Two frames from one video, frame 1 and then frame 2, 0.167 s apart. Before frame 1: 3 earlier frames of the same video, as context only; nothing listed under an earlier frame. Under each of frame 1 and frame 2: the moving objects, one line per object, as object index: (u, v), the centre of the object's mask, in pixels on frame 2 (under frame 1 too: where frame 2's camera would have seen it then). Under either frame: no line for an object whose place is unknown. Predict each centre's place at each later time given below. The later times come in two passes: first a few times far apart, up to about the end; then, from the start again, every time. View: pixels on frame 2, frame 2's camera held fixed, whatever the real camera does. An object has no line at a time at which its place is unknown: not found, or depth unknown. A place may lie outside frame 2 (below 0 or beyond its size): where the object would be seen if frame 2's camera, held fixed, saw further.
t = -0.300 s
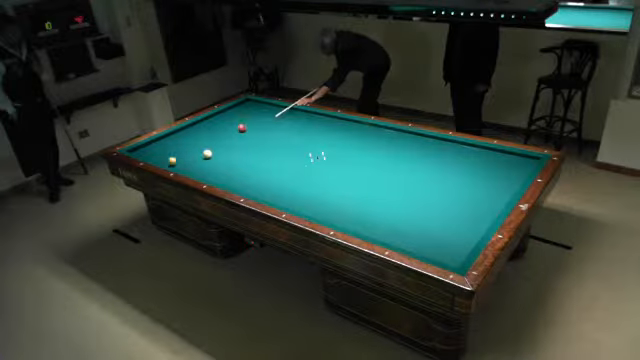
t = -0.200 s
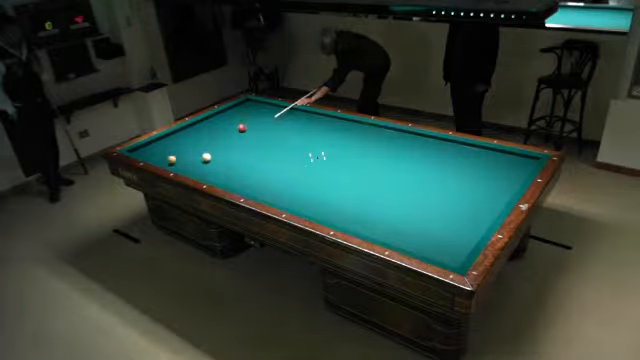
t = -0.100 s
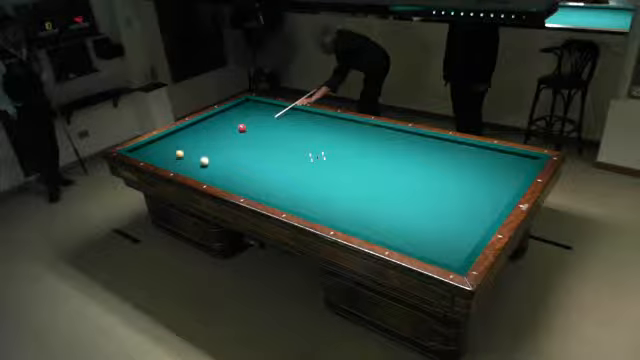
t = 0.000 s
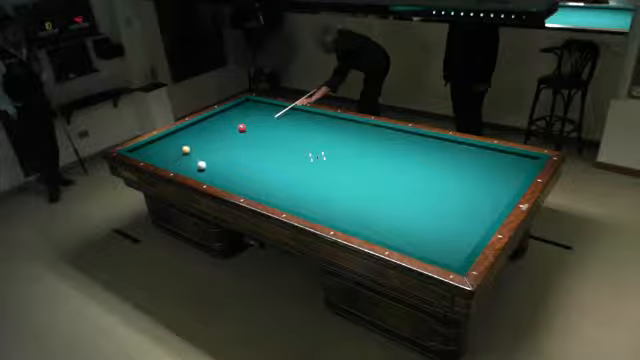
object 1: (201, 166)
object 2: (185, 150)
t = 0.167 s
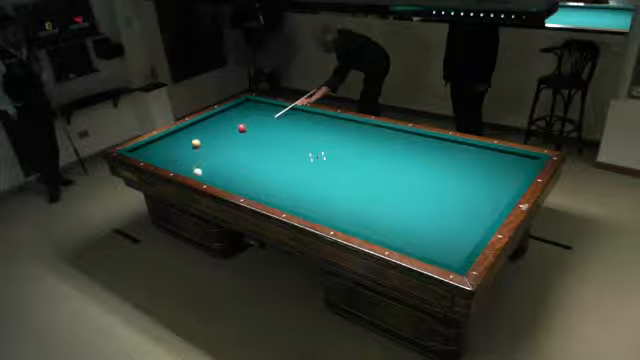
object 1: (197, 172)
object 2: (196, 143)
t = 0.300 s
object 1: (205, 172)
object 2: (203, 138)
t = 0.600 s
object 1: (225, 171)
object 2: (218, 127)
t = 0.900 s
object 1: (245, 170)
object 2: (233, 117)
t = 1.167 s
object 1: (263, 169)
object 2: (244, 109)
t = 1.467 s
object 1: (282, 167)
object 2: (255, 101)
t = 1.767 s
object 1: (301, 165)
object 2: (246, 104)
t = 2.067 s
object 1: (319, 164)
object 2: (236, 108)
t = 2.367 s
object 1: (337, 163)
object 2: (227, 111)
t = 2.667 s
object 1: (353, 161)
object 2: (216, 115)
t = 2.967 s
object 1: (370, 159)
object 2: (207, 118)
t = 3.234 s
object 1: (384, 158)
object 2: (199, 121)
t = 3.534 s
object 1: (400, 157)
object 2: (190, 124)
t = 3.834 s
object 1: (414, 156)
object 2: (183, 128)
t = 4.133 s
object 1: (428, 155)
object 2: (176, 132)
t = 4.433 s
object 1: (442, 153)
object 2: (170, 135)
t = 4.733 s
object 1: (456, 152)
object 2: (164, 138)
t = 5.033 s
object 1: (469, 151)
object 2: (158, 141)
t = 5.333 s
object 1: (481, 150)
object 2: (152, 144)
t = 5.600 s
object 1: (491, 150)
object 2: (147, 147)
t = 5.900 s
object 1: (496, 152)
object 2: (141, 150)
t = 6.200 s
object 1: (501, 155)
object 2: (136, 152)
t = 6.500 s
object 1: (506, 157)
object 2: (139, 151)
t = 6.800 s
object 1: (510, 160)
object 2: (141, 151)
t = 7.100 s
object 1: (515, 162)
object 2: (144, 150)
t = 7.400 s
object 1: (519, 164)
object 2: (147, 149)
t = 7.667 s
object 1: (522, 166)
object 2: (148, 148)
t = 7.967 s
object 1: (525, 168)
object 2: (149, 148)
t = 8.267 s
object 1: (525, 169)
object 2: (149, 148)
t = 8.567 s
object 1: (523, 169)
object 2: (149, 148)
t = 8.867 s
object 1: (522, 169)
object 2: (149, 148)
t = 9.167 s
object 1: (521, 169)
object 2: (149, 148)
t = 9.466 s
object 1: (520, 169)
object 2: (149, 148)
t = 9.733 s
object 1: (520, 169)
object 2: (149, 148)
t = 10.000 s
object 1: (520, 169)
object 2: (149, 148)
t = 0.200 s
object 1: (197, 173)
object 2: (197, 142)
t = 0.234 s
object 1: (199, 172)
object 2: (199, 141)
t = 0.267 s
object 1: (202, 172)
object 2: (201, 139)
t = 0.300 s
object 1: (205, 172)
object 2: (203, 138)
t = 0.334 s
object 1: (207, 172)
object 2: (205, 137)
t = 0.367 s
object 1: (209, 173)
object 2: (206, 135)
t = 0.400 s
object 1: (212, 173)
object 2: (208, 134)
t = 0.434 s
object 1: (214, 173)
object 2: (210, 133)
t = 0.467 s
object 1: (216, 172)
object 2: (212, 132)
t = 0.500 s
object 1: (218, 172)
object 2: (213, 131)
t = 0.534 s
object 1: (221, 172)
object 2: (215, 129)
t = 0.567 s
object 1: (223, 172)
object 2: (217, 128)
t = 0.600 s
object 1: (225, 171)
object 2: (218, 127)
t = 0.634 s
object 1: (228, 171)
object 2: (220, 126)
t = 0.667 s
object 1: (230, 171)
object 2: (221, 124)
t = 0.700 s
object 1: (232, 171)
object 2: (223, 123)
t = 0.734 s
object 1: (234, 171)
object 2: (225, 122)
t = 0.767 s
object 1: (236, 171)
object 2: (227, 121)
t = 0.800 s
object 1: (239, 170)
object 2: (228, 120)
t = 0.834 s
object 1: (241, 170)
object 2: (229, 119)
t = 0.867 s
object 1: (243, 170)
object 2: (231, 118)
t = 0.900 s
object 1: (245, 170)
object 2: (233, 117)
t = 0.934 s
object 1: (247, 170)
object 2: (234, 116)
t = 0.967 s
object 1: (250, 170)
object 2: (235, 116)
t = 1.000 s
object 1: (251, 170)
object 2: (237, 114)
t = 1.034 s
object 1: (253, 169)
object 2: (238, 114)
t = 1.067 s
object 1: (256, 169)
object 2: (240, 113)
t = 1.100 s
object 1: (258, 169)
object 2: (240, 112)
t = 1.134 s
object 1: (261, 169)
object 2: (242, 110)
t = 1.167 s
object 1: (263, 169)
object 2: (244, 109)
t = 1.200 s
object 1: (265, 169)
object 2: (245, 108)
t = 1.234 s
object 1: (267, 168)
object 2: (246, 107)
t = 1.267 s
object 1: (269, 168)
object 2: (248, 107)
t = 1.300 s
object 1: (271, 168)
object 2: (249, 106)
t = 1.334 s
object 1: (273, 168)
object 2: (250, 105)
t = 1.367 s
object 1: (276, 168)
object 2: (251, 104)
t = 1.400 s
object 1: (278, 167)
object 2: (252, 103)
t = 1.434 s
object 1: (280, 167)
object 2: (254, 102)
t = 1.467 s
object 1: (282, 167)
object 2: (255, 101)
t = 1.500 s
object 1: (284, 167)
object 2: (255, 101)
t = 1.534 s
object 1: (286, 166)
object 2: (254, 102)
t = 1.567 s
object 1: (288, 166)
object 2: (253, 102)
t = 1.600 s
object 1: (290, 166)
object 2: (251, 102)
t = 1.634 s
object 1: (293, 166)
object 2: (250, 103)
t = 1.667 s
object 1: (295, 166)
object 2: (249, 103)
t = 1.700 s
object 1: (297, 166)
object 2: (248, 103)
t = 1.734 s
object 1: (299, 166)
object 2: (247, 104)
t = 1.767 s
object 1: (301, 165)
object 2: (246, 104)
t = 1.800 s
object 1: (303, 165)
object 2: (245, 105)
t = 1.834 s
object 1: (305, 165)
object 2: (244, 105)
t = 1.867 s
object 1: (307, 165)
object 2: (242, 106)
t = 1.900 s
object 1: (309, 165)
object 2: (241, 106)
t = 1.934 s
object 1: (311, 165)
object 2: (240, 106)
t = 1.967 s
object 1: (313, 164)
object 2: (239, 107)
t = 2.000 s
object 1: (315, 164)
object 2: (238, 107)
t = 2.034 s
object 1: (316, 164)
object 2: (237, 108)
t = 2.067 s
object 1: (319, 164)
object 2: (236, 108)
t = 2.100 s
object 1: (320, 164)
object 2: (235, 108)
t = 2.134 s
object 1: (323, 164)
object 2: (234, 109)
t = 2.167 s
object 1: (325, 164)
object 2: (233, 109)
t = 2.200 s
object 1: (327, 163)
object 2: (232, 109)
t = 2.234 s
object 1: (329, 163)
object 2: (231, 110)
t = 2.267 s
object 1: (330, 163)
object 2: (230, 110)
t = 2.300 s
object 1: (332, 163)
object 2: (228, 111)
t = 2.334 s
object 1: (335, 163)
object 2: (227, 111)
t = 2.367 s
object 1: (337, 163)
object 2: (227, 111)
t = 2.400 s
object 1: (338, 162)
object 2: (225, 112)
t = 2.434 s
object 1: (341, 162)
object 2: (224, 112)
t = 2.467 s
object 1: (342, 162)
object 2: (223, 113)
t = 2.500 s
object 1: (344, 162)
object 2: (222, 113)
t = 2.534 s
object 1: (346, 161)
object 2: (221, 113)
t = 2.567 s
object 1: (348, 162)
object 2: (220, 114)
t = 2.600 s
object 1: (350, 161)
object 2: (218, 114)
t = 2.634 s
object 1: (351, 161)
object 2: (218, 114)
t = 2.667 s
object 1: (353, 161)
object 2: (216, 115)
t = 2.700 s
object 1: (355, 161)
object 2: (215, 115)
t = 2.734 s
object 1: (357, 161)
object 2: (214, 116)
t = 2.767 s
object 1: (359, 161)
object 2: (213, 116)
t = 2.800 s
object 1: (361, 160)
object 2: (212, 116)
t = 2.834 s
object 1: (363, 160)
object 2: (211, 117)
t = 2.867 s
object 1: (365, 160)
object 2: (210, 117)
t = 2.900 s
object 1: (366, 160)
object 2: (209, 117)
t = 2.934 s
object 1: (368, 159)
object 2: (208, 118)
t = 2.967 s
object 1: (370, 159)
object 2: (207, 118)
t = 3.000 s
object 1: (372, 159)
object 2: (206, 119)
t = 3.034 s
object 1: (374, 159)
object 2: (205, 119)
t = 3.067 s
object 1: (375, 159)
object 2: (204, 120)
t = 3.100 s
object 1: (377, 159)
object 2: (203, 120)
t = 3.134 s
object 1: (379, 159)
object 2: (202, 120)
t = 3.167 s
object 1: (381, 159)
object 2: (200, 121)
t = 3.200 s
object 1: (381, 159)
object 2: (200, 121)
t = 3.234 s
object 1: (384, 158)
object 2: (199, 121)
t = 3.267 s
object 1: (386, 158)
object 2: (197, 122)
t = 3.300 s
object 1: (388, 158)
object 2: (196, 122)
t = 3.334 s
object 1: (389, 158)
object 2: (195, 122)
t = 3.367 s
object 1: (391, 158)
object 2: (194, 123)
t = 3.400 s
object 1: (393, 158)
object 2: (193, 123)
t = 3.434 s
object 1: (394, 157)
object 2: (192, 123)
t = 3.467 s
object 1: (396, 157)
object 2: (191, 124)
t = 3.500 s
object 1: (398, 157)
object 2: (190, 124)
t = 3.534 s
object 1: (400, 157)
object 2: (190, 124)
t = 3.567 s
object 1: (401, 157)
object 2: (189, 125)
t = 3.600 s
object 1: (403, 157)
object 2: (188, 125)
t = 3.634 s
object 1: (405, 156)
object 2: (188, 125)
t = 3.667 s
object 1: (406, 157)
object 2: (187, 126)
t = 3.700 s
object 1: (408, 156)
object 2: (186, 126)
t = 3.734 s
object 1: (410, 156)
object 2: (185, 127)
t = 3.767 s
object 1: (411, 156)
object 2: (185, 127)
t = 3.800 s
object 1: (412, 156)
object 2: (184, 127)
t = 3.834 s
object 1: (414, 156)
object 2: (183, 128)
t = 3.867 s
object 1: (416, 156)
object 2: (182, 128)
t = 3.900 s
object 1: (417, 155)
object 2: (181, 129)
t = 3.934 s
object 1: (419, 155)
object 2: (181, 129)
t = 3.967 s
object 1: (421, 155)
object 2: (181, 130)
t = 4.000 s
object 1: (423, 155)
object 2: (179, 130)
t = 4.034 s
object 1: (424, 155)
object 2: (179, 131)
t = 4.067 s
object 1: (426, 155)
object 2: (178, 131)
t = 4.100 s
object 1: (427, 155)
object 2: (177, 131)
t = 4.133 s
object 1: (428, 155)
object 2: (176, 132)
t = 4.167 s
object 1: (430, 154)
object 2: (176, 132)
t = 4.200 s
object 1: (431, 154)
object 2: (175, 132)
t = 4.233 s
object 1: (433, 154)
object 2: (174, 133)
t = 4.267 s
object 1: (434, 154)
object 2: (174, 133)
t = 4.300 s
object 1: (437, 154)
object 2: (173, 134)
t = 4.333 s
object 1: (438, 154)
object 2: (172, 134)
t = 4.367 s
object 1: (439, 154)
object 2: (171, 134)
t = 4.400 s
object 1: (441, 154)
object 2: (171, 135)
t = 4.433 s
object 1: (442, 153)
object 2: (170, 135)
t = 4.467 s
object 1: (444, 153)
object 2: (169, 135)
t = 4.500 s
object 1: (445, 153)
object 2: (169, 136)
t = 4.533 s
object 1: (447, 153)
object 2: (168, 136)
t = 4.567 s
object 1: (449, 153)
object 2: (167, 136)
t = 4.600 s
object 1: (450, 153)
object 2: (166, 137)
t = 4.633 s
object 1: (452, 152)
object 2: (166, 137)
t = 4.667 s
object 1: (453, 152)
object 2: (165, 138)
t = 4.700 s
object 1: (454, 152)
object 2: (165, 138)
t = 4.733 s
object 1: (456, 152)
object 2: (164, 138)
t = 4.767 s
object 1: (457, 152)
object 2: (163, 139)
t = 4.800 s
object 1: (459, 152)
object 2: (163, 139)
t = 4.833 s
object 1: (460, 152)
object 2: (162, 139)
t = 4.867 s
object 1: (461, 151)
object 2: (162, 139)
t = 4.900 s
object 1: (463, 151)
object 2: (160, 140)
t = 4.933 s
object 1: (464, 151)
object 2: (160, 140)
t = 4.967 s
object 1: (466, 151)
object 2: (159, 140)
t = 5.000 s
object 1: (467, 151)
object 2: (158, 141)
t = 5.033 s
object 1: (469, 151)
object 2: (158, 141)
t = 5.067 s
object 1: (470, 151)
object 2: (157, 141)
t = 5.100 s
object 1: (471, 151)
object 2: (156, 142)
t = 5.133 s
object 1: (473, 151)
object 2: (156, 142)
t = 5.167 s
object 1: (474, 151)
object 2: (155, 143)
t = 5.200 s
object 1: (475, 151)
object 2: (154, 143)
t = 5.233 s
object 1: (477, 150)
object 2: (154, 144)
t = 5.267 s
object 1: (478, 150)
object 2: (153, 144)
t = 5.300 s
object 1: (479, 150)
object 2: (152, 144)
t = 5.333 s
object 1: (481, 150)
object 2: (152, 144)
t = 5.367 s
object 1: (482, 150)
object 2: (151, 145)
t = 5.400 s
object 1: (484, 150)
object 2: (151, 145)
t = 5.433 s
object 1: (485, 150)
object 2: (150, 146)
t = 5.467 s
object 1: (486, 150)
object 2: (149, 146)
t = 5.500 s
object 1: (487, 150)
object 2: (149, 146)
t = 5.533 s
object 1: (489, 149)
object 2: (148, 147)
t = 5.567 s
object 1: (490, 149)
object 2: (148, 147)
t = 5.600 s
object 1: (491, 150)
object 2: (147, 147)
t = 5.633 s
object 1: (491, 150)
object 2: (146, 148)
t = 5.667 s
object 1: (492, 150)
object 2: (145, 148)
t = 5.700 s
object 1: (493, 151)
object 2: (145, 148)
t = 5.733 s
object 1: (493, 151)
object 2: (144, 148)
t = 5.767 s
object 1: (494, 151)
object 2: (143, 149)
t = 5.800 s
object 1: (494, 151)
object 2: (143, 149)
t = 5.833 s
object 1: (495, 151)
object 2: (142, 149)
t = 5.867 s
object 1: (495, 152)
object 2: (142, 150)
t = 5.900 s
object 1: (496, 152)
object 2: (141, 150)
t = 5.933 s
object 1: (497, 153)
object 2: (141, 150)
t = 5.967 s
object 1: (497, 153)
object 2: (140, 150)
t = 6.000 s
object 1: (498, 153)
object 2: (139, 150)
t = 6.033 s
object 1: (498, 153)
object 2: (139, 151)
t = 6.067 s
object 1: (499, 154)
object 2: (138, 151)
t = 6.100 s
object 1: (499, 154)
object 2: (137, 151)
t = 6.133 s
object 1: (500, 154)
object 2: (137, 151)
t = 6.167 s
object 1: (500, 155)
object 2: (136, 152)
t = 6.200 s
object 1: (501, 155)
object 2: (136, 152)
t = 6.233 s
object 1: (502, 155)
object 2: (136, 152)
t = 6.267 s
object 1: (502, 155)
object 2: (136, 152)
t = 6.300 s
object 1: (502, 156)
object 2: (136, 152)
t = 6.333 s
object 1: (503, 156)
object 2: (137, 151)
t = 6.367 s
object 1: (503, 156)
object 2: (138, 152)
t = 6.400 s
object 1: (504, 157)
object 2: (138, 152)
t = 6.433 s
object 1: (505, 157)
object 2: (138, 151)
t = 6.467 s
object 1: (505, 157)
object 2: (139, 151)
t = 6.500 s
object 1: (506, 157)
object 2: (139, 151)
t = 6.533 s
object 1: (506, 158)
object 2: (139, 151)
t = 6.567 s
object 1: (506, 158)
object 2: (139, 151)
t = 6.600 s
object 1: (507, 158)
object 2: (139, 151)
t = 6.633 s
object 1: (508, 159)
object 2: (140, 151)
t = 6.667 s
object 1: (508, 159)
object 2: (140, 151)
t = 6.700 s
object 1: (509, 159)
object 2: (141, 150)
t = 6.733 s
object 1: (509, 159)
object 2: (141, 150)
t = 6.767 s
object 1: (510, 160)
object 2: (141, 151)
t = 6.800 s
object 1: (510, 160)
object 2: (141, 151)
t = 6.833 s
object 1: (510, 160)
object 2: (141, 150)
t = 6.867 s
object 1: (511, 160)
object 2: (142, 150)
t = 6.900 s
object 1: (512, 161)
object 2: (143, 150)
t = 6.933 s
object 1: (512, 160)
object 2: (142, 150)
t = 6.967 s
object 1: (513, 161)
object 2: (142, 150)
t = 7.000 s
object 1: (513, 161)
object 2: (143, 150)
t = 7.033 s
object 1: (513, 161)
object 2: (143, 150)
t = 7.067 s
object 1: (514, 162)
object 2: (144, 150)
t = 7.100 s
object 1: (515, 162)
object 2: (144, 150)
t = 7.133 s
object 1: (515, 162)
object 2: (144, 150)
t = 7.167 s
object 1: (515, 163)
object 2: (144, 150)
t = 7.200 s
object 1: (516, 163)
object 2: (145, 149)
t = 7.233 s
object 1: (517, 163)
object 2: (145, 149)
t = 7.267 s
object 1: (517, 164)
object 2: (145, 149)
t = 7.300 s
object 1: (518, 164)
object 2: (145, 149)
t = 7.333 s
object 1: (518, 164)
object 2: (146, 149)
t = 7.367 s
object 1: (519, 164)
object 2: (146, 149)
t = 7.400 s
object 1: (519, 164)
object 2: (147, 149)
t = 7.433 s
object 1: (519, 165)
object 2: (147, 149)
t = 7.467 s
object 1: (519, 165)
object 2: (147, 149)
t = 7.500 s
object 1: (520, 165)
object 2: (147, 149)
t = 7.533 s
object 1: (520, 165)
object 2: (147, 148)
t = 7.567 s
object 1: (521, 166)
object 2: (147, 148)
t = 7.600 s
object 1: (522, 166)
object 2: (147, 148)
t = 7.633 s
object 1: (522, 166)
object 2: (147, 148)
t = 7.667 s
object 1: (522, 166)
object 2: (148, 148)
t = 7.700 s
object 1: (523, 166)
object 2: (148, 148)
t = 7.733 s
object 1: (523, 167)
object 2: (148, 148)
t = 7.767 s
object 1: (524, 167)
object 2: (148, 148)
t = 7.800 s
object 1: (524, 167)
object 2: (148, 148)
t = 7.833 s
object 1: (524, 167)
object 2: (148, 148)
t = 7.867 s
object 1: (525, 167)
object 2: (148, 148)
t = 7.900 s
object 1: (525, 168)
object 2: (149, 148)
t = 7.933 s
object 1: (525, 168)
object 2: (149, 148)
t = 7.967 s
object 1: (525, 168)
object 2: (149, 148)
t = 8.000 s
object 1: (526, 168)
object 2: (149, 148)
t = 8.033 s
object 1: (526, 168)
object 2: (149, 148)
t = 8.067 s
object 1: (527, 169)
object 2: (149, 148)
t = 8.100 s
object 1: (526, 169)
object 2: (149, 148)
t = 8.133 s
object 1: (526, 169)
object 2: (149, 148)
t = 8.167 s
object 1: (526, 169)
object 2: (149, 148)
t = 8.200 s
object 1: (526, 169)
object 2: (149, 148)
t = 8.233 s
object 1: (525, 169)
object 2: (149, 148)
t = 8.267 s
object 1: (525, 169)
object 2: (149, 148)
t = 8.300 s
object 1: (525, 169)
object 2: (149, 148)
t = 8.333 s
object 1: (525, 169)
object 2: (149, 148)
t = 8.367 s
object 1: (525, 169)
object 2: (149, 148)
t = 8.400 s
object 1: (524, 169)
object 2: (149, 148)
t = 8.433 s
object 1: (524, 169)
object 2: (149, 148)
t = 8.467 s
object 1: (524, 169)
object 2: (149, 148)
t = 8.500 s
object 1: (524, 169)
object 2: (149, 148)
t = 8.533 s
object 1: (523, 169)
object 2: (149, 148)
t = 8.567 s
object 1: (523, 169)
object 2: (149, 148)
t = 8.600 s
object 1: (523, 169)
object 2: (149, 148)
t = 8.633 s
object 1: (523, 169)
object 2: (149, 148)
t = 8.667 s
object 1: (523, 169)
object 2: (149, 148)
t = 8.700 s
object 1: (523, 169)
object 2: (149, 148)
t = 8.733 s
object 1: (522, 169)
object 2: (149, 148)
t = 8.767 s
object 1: (522, 169)
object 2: (149, 148)
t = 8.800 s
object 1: (522, 169)
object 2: (149, 148)
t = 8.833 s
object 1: (522, 169)
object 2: (149, 148)
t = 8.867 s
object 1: (522, 169)
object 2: (149, 148)
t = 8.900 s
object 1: (522, 169)
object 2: (149, 148)
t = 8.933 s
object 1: (522, 169)
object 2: (149, 148)
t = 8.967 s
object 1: (522, 169)
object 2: (149, 148)
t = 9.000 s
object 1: (521, 169)
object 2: (149, 148)
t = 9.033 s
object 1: (521, 169)
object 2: (149, 148)
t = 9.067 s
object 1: (521, 169)
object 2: (149, 148)
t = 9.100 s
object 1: (521, 169)
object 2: (149, 148)
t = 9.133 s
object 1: (521, 169)
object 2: (149, 148)
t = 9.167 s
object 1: (521, 169)
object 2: (149, 148)
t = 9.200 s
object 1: (521, 169)
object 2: (149, 148)
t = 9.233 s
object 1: (521, 169)
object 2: (149, 148)
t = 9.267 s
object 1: (521, 169)
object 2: (149, 148)
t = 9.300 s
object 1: (521, 169)
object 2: (149, 148)
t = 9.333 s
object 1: (521, 169)
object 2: (149, 148)
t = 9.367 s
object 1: (521, 169)
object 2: (149, 148)
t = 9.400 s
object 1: (520, 169)
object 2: (149, 148)
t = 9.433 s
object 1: (520, 169)
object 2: (149, 148)
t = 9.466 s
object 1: (520, 169)
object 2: (149, 148)
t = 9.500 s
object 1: (520, 169)
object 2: (149, 148)
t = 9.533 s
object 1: (520, 169)
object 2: (149, 148)
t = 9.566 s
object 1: (520, 169)
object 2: (149, 148)
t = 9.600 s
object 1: (520, 169)
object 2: (149, 148)
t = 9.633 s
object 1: (520, 169)
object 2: (149, 148)
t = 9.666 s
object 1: (520, 169)
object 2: (149, 148)
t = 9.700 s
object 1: (520, 169)
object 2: (149, 148)
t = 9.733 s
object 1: (520, 169)
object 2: (149, 148)
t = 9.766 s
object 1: (520, 169)
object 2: (149, 148)
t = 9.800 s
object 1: (520, 169)
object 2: (149, 148)
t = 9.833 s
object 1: (520, 169)
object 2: (149, 148)
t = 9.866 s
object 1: (520, 169)
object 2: (149, 148)
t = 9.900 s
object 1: (520, 169)
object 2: (149, 148)
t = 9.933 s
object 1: (520, 169)
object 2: (149, 148)
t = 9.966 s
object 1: (520, 169)
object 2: (149, 148)
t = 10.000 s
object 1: (520, 169)
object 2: (149, 148)
